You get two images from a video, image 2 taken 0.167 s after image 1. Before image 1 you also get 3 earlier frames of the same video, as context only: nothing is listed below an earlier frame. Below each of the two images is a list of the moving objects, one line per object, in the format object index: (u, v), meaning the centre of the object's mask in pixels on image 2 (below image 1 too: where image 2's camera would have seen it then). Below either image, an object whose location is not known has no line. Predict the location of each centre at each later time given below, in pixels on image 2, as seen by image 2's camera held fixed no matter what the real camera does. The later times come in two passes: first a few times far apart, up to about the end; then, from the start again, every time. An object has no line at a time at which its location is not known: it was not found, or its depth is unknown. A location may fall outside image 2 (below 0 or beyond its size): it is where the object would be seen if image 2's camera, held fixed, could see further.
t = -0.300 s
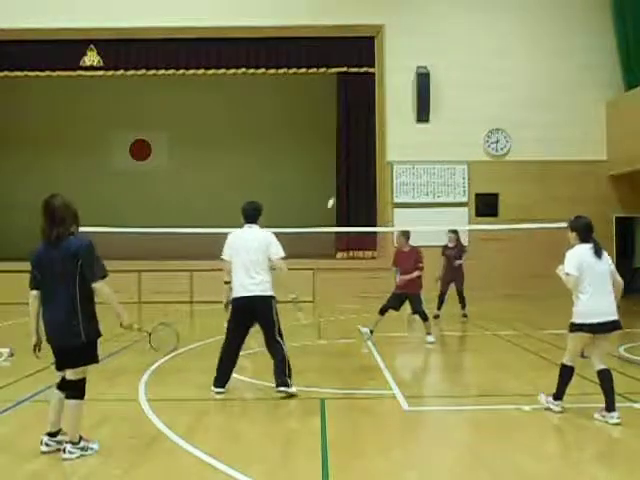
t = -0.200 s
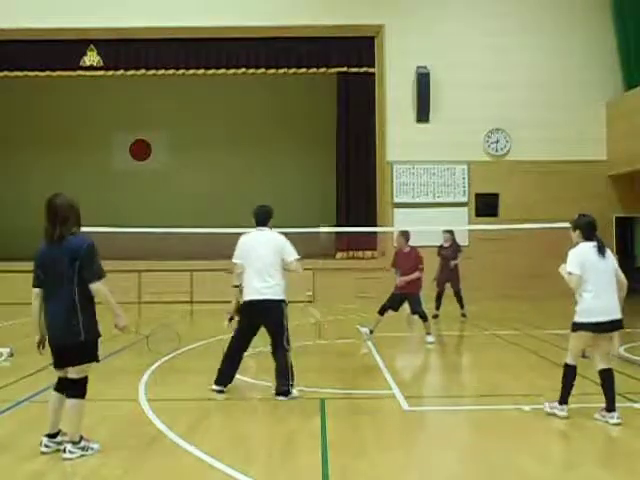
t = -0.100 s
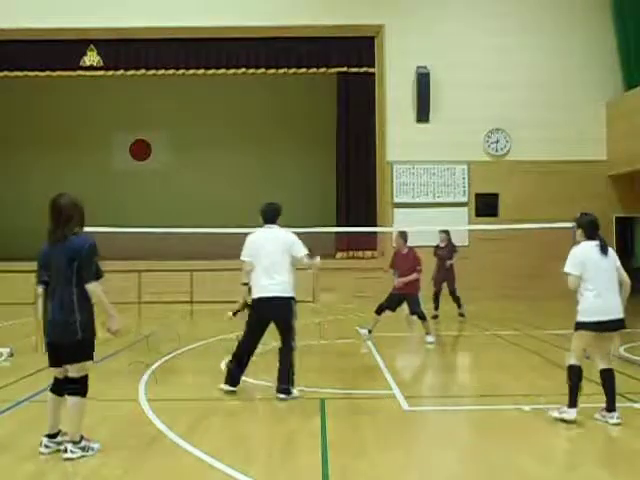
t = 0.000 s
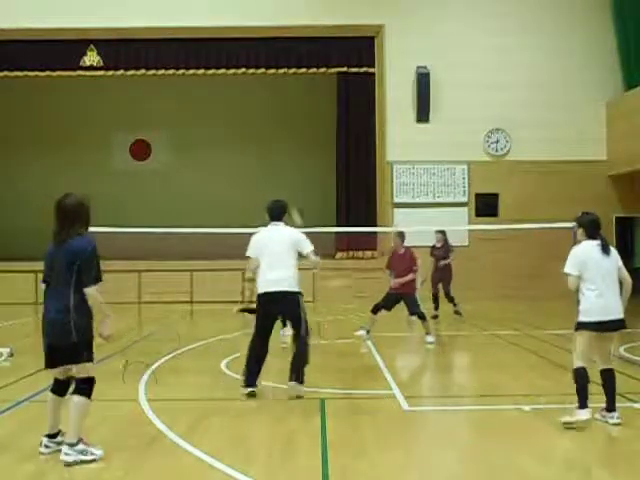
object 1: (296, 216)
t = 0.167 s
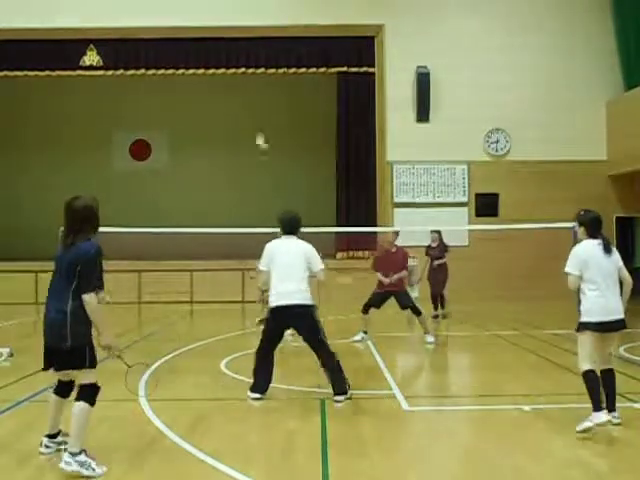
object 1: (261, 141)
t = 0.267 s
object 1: (240, 109)
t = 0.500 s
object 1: (183, 68)
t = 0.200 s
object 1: (252, 130)
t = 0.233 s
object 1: (247, 118)
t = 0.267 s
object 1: (240, 109)
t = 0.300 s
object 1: (232, 99)
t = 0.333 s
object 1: (225, 92)
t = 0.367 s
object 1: (217, 85)
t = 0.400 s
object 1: (211, 79)
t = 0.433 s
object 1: (202, 74)
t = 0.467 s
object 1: (192, 70)
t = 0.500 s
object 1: (183, 68)
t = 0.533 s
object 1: (174, 68)
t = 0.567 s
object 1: (166, 68)
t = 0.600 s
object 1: (158, 72)
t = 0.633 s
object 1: (151, 75)
